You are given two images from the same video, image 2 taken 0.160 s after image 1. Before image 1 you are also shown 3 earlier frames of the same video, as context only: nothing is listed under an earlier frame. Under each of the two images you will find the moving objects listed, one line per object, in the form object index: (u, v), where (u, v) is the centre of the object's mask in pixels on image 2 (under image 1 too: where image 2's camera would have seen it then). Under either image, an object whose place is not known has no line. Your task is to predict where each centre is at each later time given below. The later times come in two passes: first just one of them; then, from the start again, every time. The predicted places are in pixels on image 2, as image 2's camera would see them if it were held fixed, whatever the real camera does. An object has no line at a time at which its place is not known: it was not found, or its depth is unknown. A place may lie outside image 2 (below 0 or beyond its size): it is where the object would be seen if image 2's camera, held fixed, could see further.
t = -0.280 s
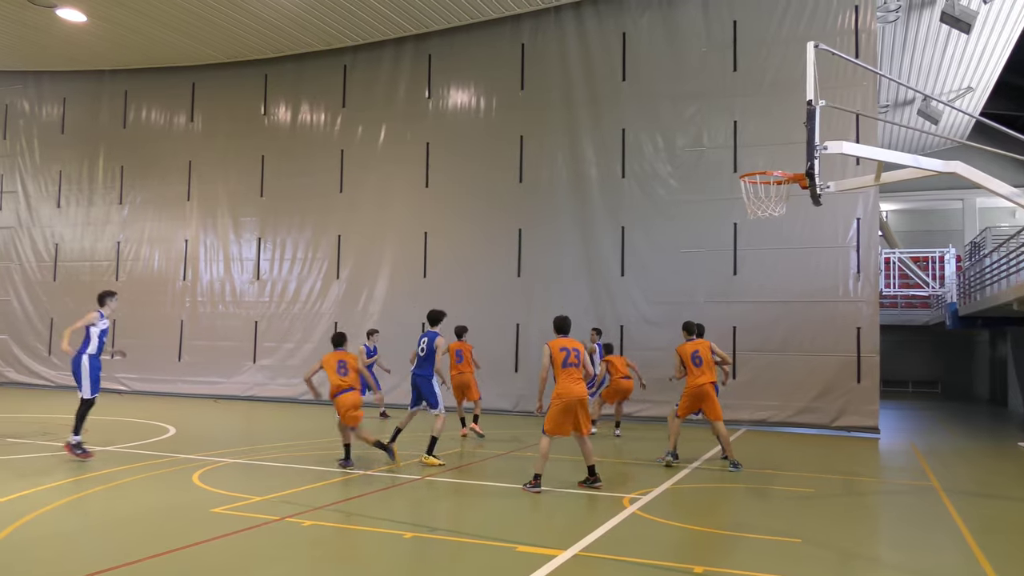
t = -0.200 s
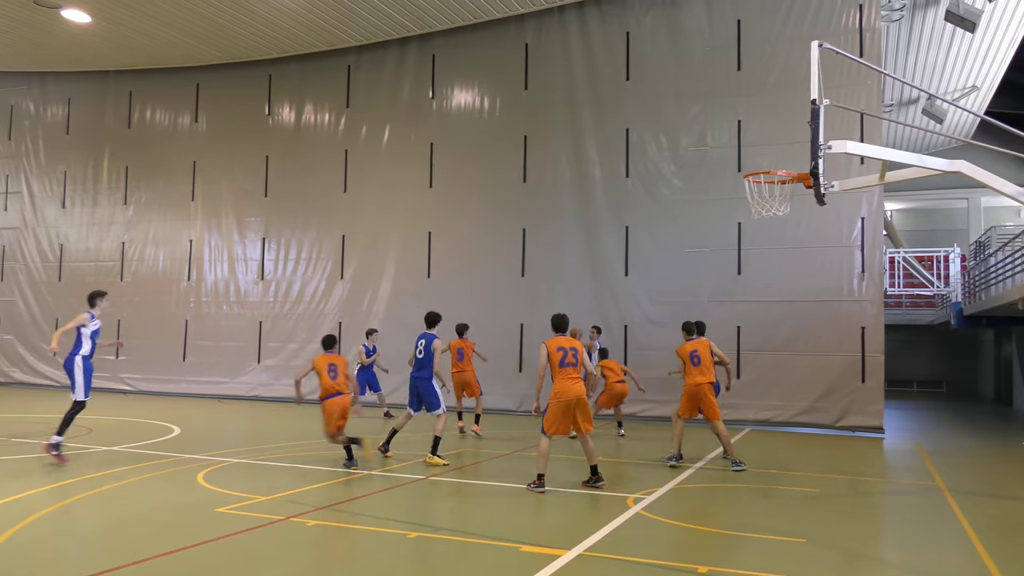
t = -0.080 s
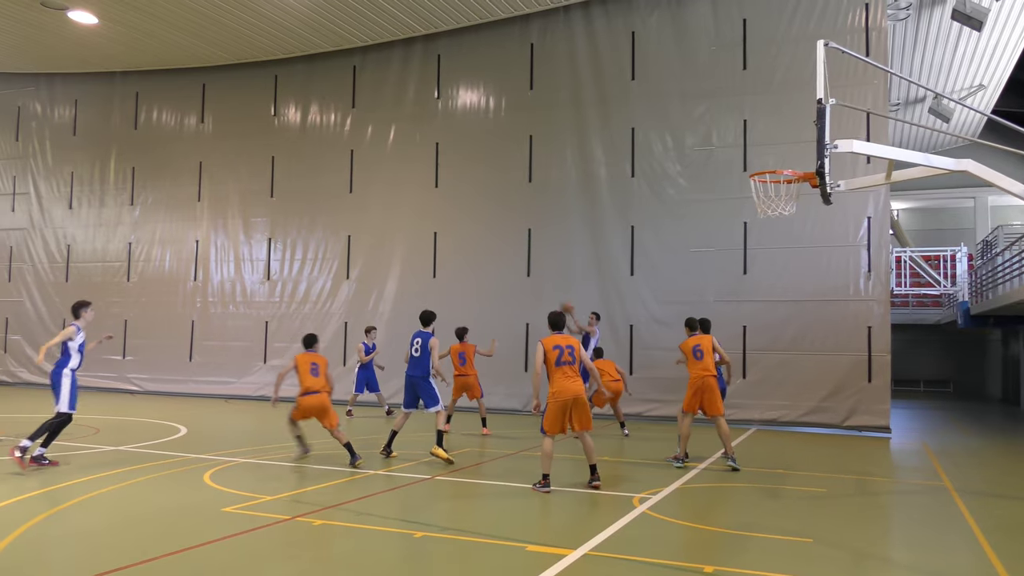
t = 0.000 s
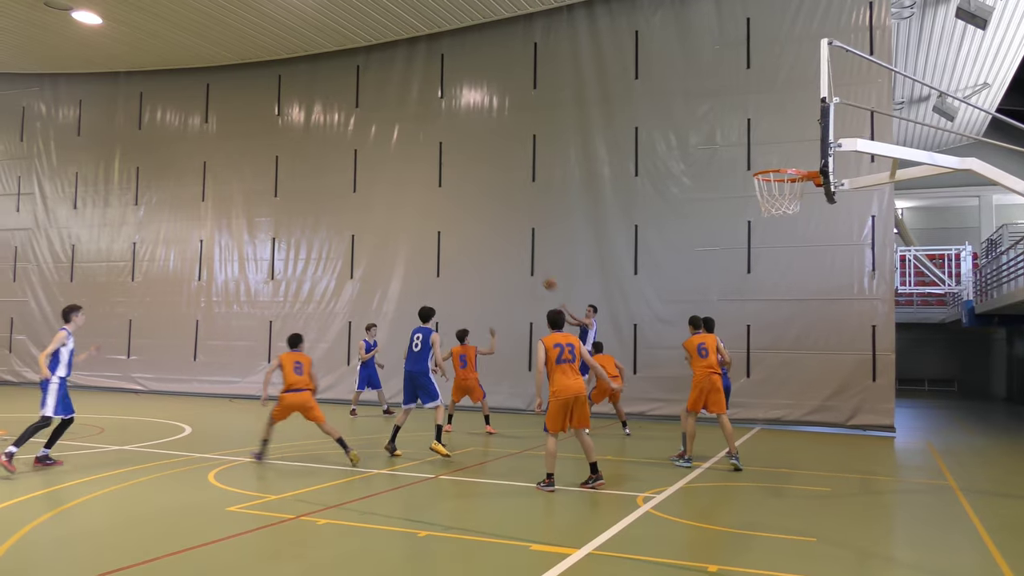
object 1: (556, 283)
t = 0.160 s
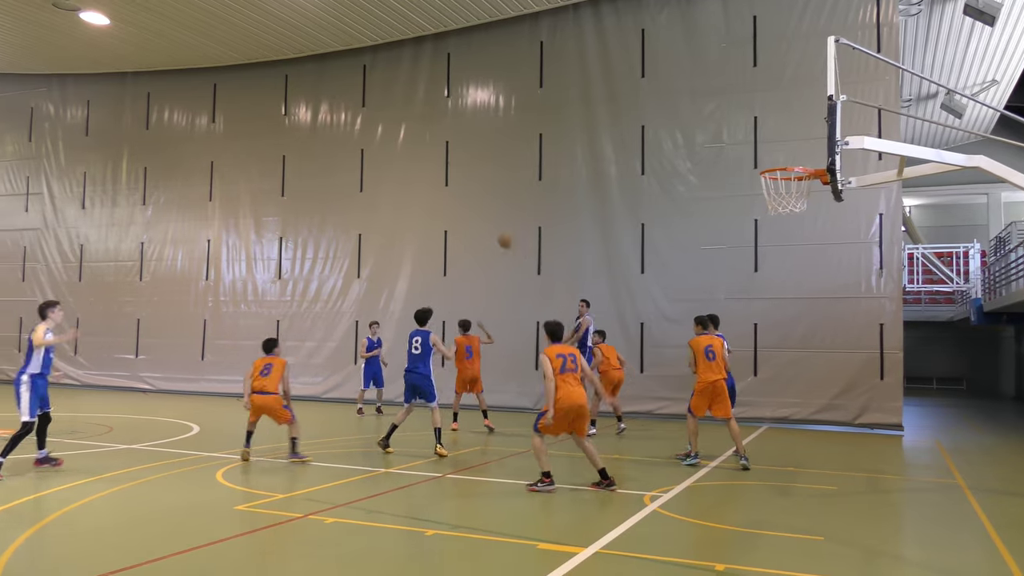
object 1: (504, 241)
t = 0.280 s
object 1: (460, 216)
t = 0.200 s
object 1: (491, 232)
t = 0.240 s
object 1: (476, 224)
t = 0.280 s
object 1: (460, 216)
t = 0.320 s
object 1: (443, 209)
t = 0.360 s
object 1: (426, 203)
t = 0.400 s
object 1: (408, 199)
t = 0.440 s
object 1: (388, 195)
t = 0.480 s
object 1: (367, 191)
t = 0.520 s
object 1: (344, 189)
